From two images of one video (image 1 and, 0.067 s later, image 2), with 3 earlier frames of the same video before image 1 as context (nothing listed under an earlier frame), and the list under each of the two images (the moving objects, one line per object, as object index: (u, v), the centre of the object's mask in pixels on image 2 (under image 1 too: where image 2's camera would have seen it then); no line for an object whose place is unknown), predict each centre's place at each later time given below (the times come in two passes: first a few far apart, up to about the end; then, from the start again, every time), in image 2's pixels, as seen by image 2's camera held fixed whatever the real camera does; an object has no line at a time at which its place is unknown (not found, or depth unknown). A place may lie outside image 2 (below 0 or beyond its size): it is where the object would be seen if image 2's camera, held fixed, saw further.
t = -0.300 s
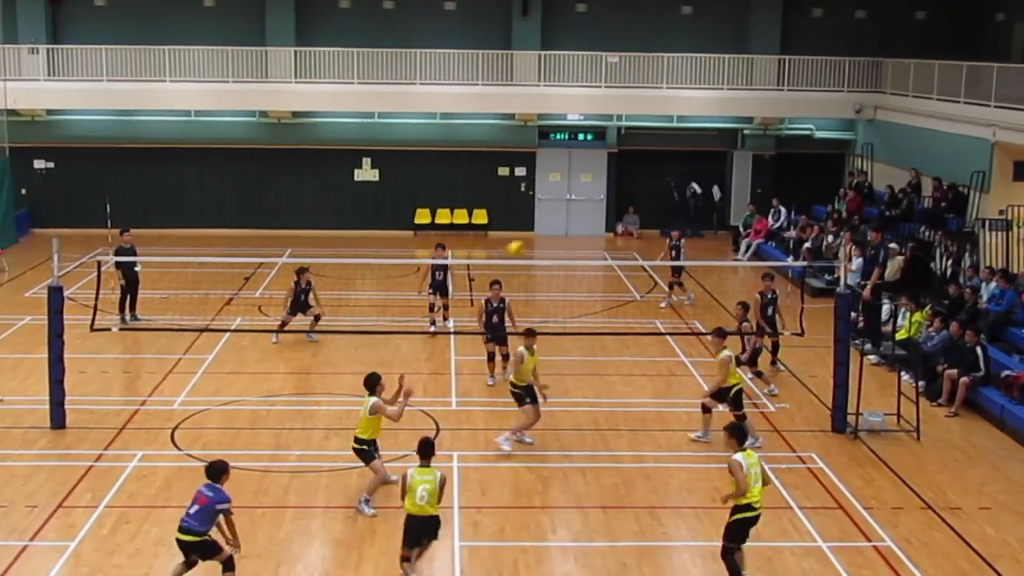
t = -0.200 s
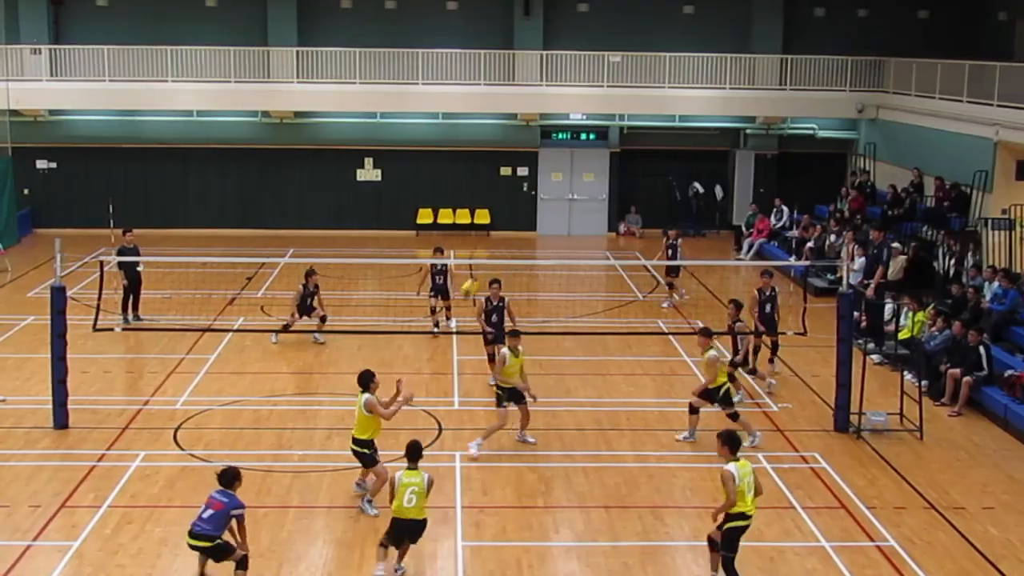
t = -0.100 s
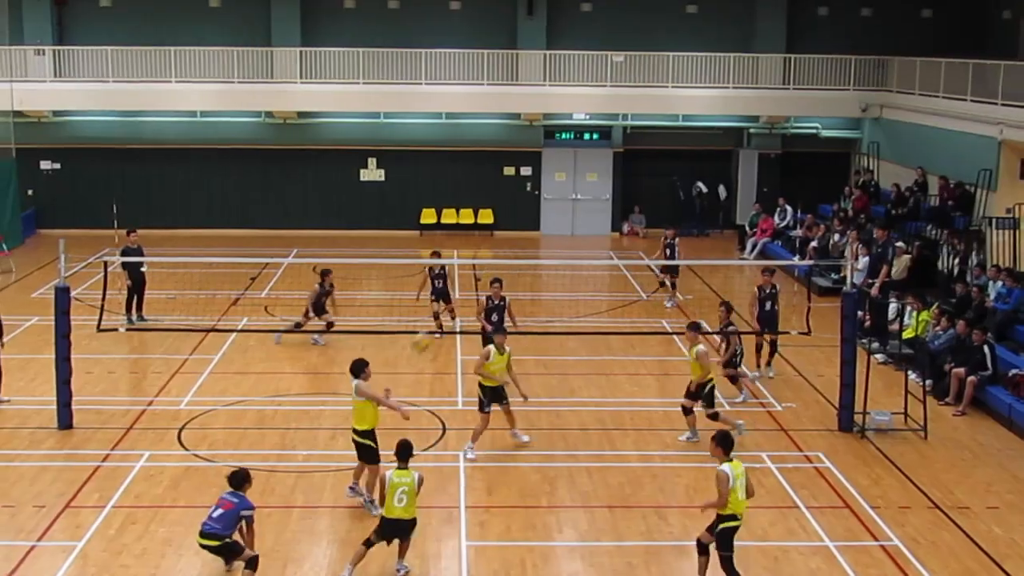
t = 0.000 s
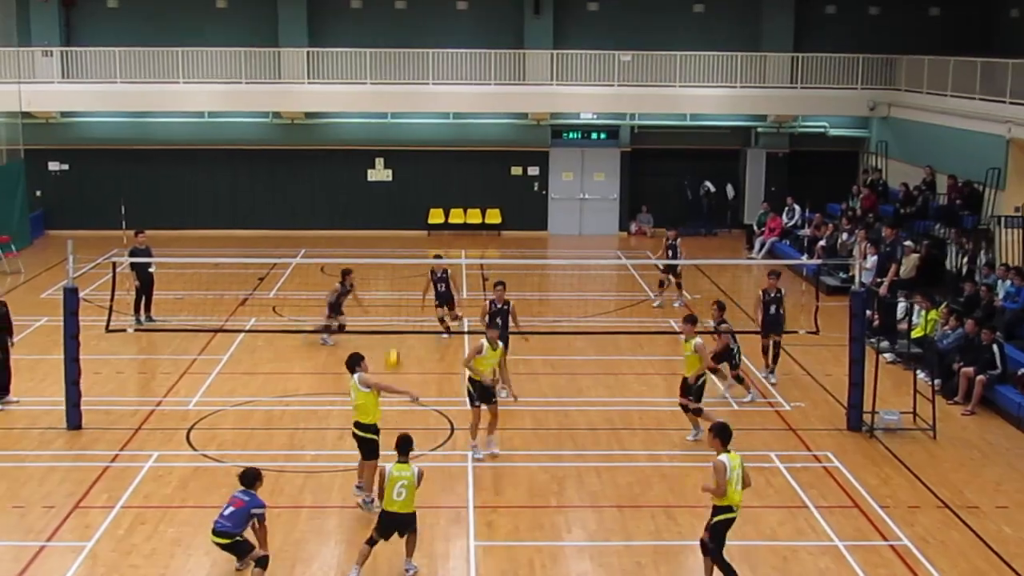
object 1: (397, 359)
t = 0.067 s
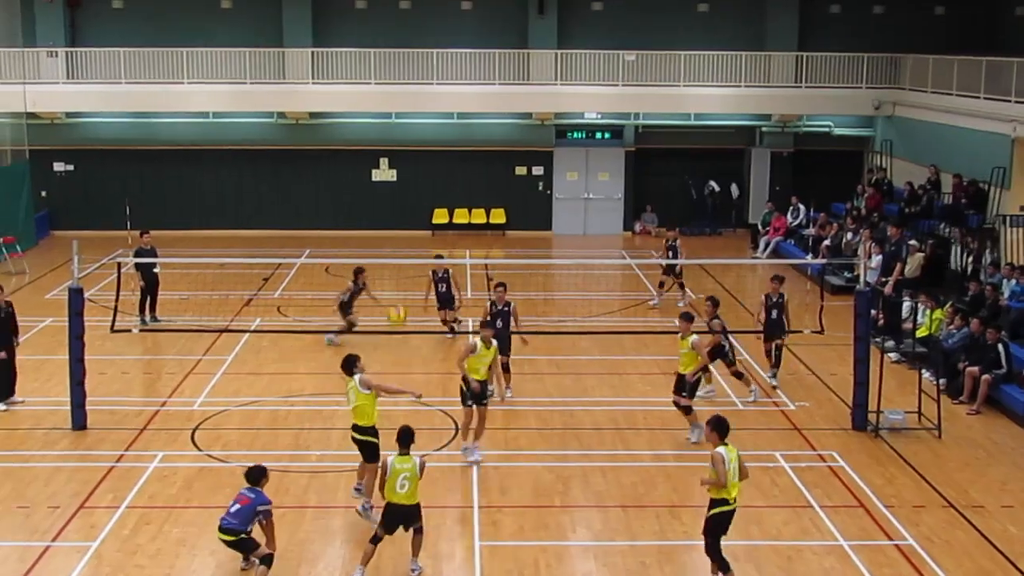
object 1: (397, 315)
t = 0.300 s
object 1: (394, 195)
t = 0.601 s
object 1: (390, 115)
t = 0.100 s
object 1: (398, 297)
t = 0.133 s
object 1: (397, 276)
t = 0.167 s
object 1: (395, 258)
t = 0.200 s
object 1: (395, 242)
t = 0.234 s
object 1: (395, 224)
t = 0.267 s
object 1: (395, 210)
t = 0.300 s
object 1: (394, 195)
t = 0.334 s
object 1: (395, 183)
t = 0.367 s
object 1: (393, 170)
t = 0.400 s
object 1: (393, 158)
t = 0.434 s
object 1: (392, 149)
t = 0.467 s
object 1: (391, 141)
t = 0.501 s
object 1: (391, 132)
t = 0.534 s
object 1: (391, 125)
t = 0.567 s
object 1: (390, 119)
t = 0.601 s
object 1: (390, 115)
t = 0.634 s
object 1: (390, 111)
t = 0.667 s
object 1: (390, 108)
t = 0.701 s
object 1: (390, 107)
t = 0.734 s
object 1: (389, 106)
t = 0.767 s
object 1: (390, 106)
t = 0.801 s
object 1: (389, 106)
